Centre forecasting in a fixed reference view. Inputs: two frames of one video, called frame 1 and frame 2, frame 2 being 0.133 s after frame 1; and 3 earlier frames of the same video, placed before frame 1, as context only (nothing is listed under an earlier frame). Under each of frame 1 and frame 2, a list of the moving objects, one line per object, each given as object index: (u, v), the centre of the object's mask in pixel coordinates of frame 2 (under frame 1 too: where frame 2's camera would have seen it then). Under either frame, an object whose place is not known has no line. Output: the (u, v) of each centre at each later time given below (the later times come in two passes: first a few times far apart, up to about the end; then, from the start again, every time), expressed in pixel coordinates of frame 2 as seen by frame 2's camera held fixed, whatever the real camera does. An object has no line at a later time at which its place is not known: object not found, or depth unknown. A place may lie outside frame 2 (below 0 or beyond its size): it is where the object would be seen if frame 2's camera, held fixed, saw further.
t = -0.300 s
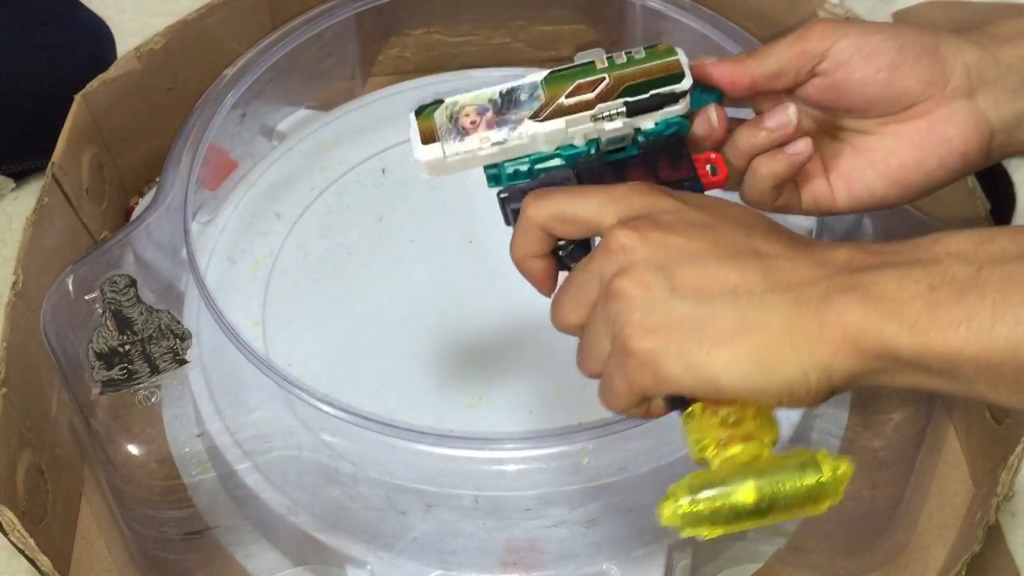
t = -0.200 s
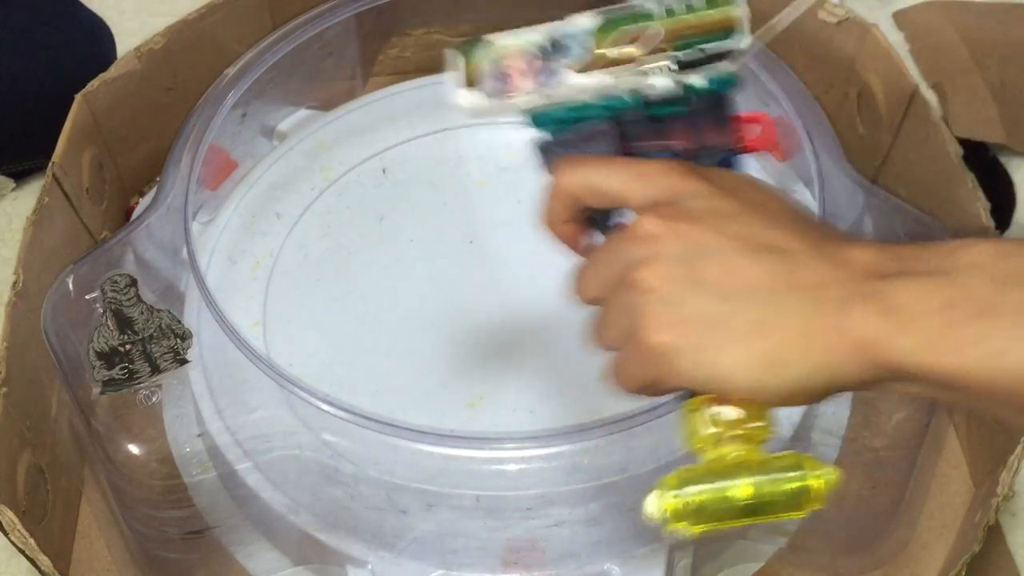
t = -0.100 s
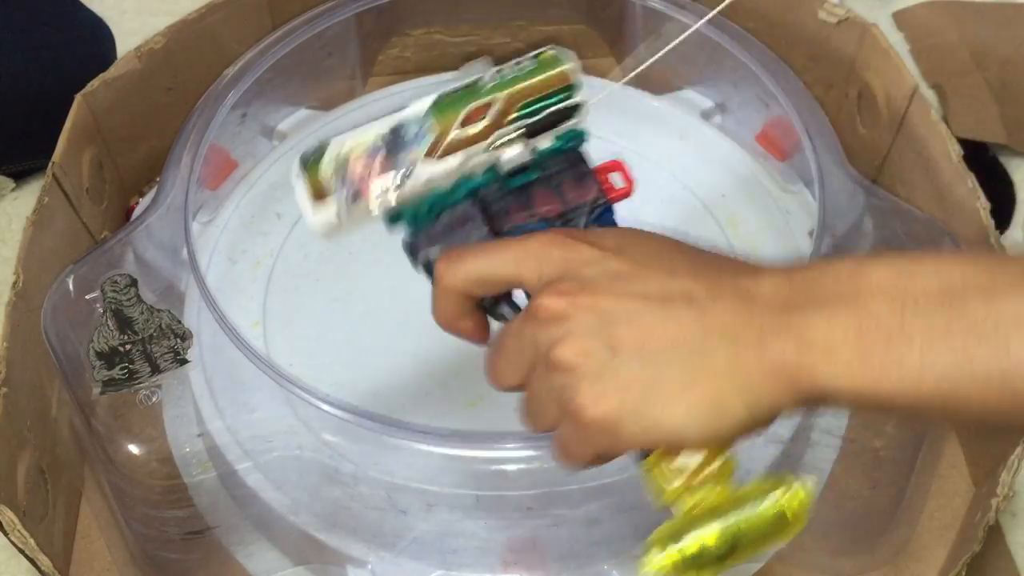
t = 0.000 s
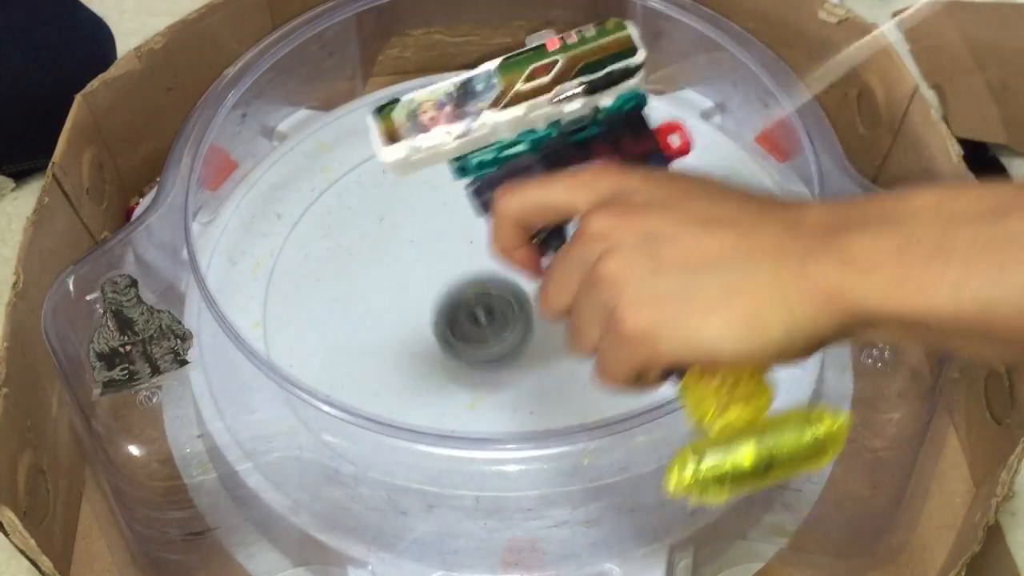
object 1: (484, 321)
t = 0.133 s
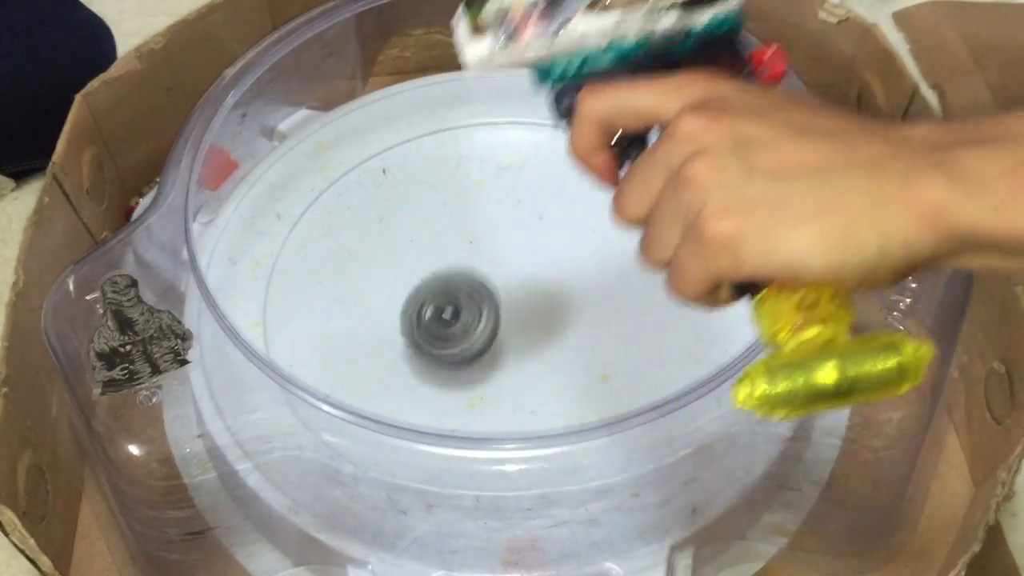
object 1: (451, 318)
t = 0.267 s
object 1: (451, 311)
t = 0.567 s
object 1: (550, 304)
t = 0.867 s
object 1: (648, 280)
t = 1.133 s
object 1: (488, 254)
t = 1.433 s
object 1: (381, 384)
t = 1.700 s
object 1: (605, 424)
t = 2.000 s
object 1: (609, 186)
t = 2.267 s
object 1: (314, 176)
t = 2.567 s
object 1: (426, 460)
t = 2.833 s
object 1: (717, 305)
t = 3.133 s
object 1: (502, 106)
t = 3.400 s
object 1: (280, 292)
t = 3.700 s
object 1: (643, 431)
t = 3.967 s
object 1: (664, 161)
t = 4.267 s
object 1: (352, 209)
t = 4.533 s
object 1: (481, 467)
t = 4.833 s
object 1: (718, 316)
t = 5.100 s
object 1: (541, 135)
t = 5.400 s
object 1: (300, 331)
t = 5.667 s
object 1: (592, 448)
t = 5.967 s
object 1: (627, 176)
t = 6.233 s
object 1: (345, 178)
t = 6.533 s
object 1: (411, 426)
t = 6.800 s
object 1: (678, 275)
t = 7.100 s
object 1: (473, 117)
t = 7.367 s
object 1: (340, 284)
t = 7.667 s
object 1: (572, 379)
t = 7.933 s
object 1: (658, 217)
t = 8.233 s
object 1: (461, 198)
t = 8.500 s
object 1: (397, 327)
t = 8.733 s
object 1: (529, 378)
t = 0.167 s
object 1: (448, 310)
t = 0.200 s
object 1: (447, 306)
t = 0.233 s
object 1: (448, 313)
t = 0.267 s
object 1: (451, 311)
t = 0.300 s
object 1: (456, 307)
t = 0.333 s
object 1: (464, 307)
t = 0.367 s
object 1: (473, 304)
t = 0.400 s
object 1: (484, 302)
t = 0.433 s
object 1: (496, 302)
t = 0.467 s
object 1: (509, 302)
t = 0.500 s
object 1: (522, 303)
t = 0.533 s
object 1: (536, 303)
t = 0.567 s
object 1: (550, 304)
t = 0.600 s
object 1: (564, 305)
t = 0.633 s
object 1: (577, 306)
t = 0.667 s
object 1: (589, 306)
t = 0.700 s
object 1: (602, 306)
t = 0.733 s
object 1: (613, 304)
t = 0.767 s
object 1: (624, 302)
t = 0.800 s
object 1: (634, 297)
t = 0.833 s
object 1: (643, 290)
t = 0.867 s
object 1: (648, 280)
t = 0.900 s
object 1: (647, 269)
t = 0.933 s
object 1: (639, 258)
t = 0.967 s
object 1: (624, 248)
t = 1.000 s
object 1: (603, 242)
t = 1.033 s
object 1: (577, 240)
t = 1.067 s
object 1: (549, 241)
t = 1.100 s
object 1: (517, 247)
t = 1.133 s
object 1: (488, 254)
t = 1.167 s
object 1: (458, 264)
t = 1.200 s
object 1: (431, 277)
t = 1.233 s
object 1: (410, 290)
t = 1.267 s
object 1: (390, 306)
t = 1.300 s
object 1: (377, 321)
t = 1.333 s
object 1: (368, 341)
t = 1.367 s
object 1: (364, 359)
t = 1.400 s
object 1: (368, 373)
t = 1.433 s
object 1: (381, 384)
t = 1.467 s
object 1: (392, 404)
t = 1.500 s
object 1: (412, 417)
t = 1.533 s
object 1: (437, 431)
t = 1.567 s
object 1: (467, 437)
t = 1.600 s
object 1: (501, 438)
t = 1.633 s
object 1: (537, 455)
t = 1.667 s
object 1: (570, 448)
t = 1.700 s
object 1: (605, 424)
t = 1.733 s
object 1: (637, 410)
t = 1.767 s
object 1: (663, 386)
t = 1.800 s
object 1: (677, 353)
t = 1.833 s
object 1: (688, 326)
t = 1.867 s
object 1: (687, 293)
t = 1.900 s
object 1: (677, 263)
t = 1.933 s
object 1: (660, 234)
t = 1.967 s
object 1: (637, 207)
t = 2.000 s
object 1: (609, 186)
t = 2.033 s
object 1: (574, 167)
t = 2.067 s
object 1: (541, 153)
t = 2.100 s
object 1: (502, 144)
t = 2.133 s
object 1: (463, 139)
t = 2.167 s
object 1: (423, 139)
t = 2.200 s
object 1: (386, 145)
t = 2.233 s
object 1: (346, 159)
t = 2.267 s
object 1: (314, 176)
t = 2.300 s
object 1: (295, 204)
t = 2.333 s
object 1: (281, 240)
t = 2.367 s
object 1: (275, 275)
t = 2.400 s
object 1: (276, 311)
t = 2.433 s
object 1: (286, 346)
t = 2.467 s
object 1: (308, 383)
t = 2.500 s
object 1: (337, 413)
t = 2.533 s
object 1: (380, 443)
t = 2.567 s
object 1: (426, 460)
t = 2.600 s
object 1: (480, 472)
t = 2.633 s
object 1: (533, 470)
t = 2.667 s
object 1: (580, 452)
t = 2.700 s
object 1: (625, 430)
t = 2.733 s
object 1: (664, 402)
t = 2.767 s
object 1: (690, 372)
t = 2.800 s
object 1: (705, 334)
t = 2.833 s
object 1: (717, 305)
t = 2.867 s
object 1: (719, 271)
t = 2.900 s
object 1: (711, 238)
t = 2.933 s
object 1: (695, 206)
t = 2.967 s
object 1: (675, 177)
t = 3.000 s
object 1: (646, 151)
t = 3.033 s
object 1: (615, 131)
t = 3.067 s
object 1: (578, 114)
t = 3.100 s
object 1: (542, 104)
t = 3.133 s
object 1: (502, 106)
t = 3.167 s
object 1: (462, 113)
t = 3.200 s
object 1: (424, 123)
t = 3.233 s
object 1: (386, 137)
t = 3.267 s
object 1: (351, 155)
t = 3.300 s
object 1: (320, 179)
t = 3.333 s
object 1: (298, 212)
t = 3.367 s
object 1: (283, 250)
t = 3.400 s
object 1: (280, 292)
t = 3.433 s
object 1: (293, 330)
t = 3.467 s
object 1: (312, 372)
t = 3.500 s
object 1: (343, 406)
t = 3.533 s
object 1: (389, 434)
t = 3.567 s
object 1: (443, 454)
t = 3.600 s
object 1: (499, 463)
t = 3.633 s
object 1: (553, 460)
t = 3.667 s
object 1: (600, 449)
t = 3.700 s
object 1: (643, 431)
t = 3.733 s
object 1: (684, 408)
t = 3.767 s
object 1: (711, 380)
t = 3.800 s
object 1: (732, 347)
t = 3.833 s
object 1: (736, 274)
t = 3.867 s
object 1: (731, 240)
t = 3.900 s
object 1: (720, 206)
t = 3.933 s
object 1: (699, 180)
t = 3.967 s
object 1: (664, 161)
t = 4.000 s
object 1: (628, 146)
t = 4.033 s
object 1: (592, 134)
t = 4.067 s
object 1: (554, 126)
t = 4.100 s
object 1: (514, 123)
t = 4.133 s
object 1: (474, 128)
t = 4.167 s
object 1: (438, 137)
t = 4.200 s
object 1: (406, 154)
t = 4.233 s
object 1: (376, 179)
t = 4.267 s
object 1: (352, 209)
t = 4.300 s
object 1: (334, 246)
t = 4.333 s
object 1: (325, 285)
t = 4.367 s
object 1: (327, 326)
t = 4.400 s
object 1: (341, 359)
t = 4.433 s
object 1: (366, 391)
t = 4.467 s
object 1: (399, 425)
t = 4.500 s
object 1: (438, 451)
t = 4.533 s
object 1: (481, 467)
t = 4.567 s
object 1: (524, 473)
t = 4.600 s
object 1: (562, 468)
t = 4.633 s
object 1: (598, 457)
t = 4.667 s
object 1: (630, 445)
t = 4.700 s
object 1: (656, 422)
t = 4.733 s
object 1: (678, 398)
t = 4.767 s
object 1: (697, 373)
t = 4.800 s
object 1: (710, 346)
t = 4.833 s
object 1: (718, 316)
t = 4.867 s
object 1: (721, 288)
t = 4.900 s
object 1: (716, 257)
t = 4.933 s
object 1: (703, 227)
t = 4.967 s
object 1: (683, 200)
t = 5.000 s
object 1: (654, 175)
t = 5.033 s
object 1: (619, 156)
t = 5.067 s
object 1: (582, 143)
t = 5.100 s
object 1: (541, 135)
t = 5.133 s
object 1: (498, 134)
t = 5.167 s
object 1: (459, 140)
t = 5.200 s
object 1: (422, 152)
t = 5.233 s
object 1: (389, 170)
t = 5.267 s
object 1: (359, 194)
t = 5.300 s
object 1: (331, 224)
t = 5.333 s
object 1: (311, 258)
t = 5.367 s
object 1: (299, 296)
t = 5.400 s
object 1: (300, 331)
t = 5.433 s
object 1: (308, 369)
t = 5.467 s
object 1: (329, 406)
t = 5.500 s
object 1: (359, 436)
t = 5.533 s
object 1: (402, 456)
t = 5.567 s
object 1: (449, 466)
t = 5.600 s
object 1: (498, 469)
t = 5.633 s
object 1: (545, 463)
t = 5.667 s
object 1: (592, 448)
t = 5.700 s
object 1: (633, 423)
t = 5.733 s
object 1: (665, 396)
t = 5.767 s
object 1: (687, 366)
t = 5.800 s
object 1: (701, 327)
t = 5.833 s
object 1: (702, 294)
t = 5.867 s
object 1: (696, 262)
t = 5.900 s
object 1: (680, 228)
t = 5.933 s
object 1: (654, 198)
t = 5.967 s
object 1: (627, 176)
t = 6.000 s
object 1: (594, 157)
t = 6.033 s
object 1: (557, 142)
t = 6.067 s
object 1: (519, 135)
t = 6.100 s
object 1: (479, 132)
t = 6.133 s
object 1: (444, 135)
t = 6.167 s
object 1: (411, 144)
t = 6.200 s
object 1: (377, 159)
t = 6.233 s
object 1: (345, 178)
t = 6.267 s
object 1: (317, 203)
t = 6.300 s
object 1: (294, 230)
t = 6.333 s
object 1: (281, 262)
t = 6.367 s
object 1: (276, 297)
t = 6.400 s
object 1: (287, 327)
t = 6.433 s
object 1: (302, 360)
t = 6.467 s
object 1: (329, 390)
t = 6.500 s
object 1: (365, 411)
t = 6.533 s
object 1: (411, 426)
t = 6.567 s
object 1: (456, 431)
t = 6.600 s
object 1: (503, 428)
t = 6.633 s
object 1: (548, 416)
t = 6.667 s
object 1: (587, 389)
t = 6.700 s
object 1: (623, 370)
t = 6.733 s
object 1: (650, 341)
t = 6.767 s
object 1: (668, 309)
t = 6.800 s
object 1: (678, 275)
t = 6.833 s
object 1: (678, 243)
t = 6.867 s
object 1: (671, 212)
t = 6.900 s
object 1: (655, 183)
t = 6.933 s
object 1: (634, 160)
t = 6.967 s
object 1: (606, 139)
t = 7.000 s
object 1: (574, 125)
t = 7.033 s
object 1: (541, 117)
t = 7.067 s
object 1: (506, 114)
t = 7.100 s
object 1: (473, 117)
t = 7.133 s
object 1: (441, 125)
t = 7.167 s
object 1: (412, 139)
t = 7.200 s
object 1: (386, 156)
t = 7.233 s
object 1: (365, 179)
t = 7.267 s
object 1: (350, 202)
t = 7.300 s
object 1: (340, 228)
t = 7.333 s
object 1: (336, 258)
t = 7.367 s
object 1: (340, 284)
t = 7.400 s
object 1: (349, 310)
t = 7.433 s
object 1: (363, 333)
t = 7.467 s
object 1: (385, 354)
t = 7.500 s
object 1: (408, 369)
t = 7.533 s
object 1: (435, 381)
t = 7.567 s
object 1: (465, 387)
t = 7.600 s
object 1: (496, 389)
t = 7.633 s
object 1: (534, 388)
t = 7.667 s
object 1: (572, 379)
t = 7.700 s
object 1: (605, 365)
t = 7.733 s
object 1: (635, 346)
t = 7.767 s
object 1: (657, 322)
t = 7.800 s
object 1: (671, 299)
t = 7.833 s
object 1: (677, 275)
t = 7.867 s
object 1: (677, 254)
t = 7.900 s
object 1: (669, 233)
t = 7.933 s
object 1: (658, 217)
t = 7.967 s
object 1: (641, 202)
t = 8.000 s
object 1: (622, 191)
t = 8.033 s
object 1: (600, 182)
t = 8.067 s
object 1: (577, 176)
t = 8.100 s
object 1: (552, 175)
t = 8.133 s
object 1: (528, 176)
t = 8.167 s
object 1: (504, 180)
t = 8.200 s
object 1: (481, 188)
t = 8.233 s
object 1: (461, 198)
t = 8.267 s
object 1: (442, 209)
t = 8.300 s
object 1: (425, 223)
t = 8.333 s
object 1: (412, 239)
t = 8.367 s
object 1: (403, 255)
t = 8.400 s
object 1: (395, 273)
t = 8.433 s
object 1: (392, 291)
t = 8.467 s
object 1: (393, 310)
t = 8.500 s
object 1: (397, 327)
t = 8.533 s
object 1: (406, 343)
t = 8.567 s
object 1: (420, 359)
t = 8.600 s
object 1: (437, 370)
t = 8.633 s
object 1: (458, 379)
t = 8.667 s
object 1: (482, 383)
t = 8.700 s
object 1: (505, 383)
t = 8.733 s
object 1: (529, 378)
